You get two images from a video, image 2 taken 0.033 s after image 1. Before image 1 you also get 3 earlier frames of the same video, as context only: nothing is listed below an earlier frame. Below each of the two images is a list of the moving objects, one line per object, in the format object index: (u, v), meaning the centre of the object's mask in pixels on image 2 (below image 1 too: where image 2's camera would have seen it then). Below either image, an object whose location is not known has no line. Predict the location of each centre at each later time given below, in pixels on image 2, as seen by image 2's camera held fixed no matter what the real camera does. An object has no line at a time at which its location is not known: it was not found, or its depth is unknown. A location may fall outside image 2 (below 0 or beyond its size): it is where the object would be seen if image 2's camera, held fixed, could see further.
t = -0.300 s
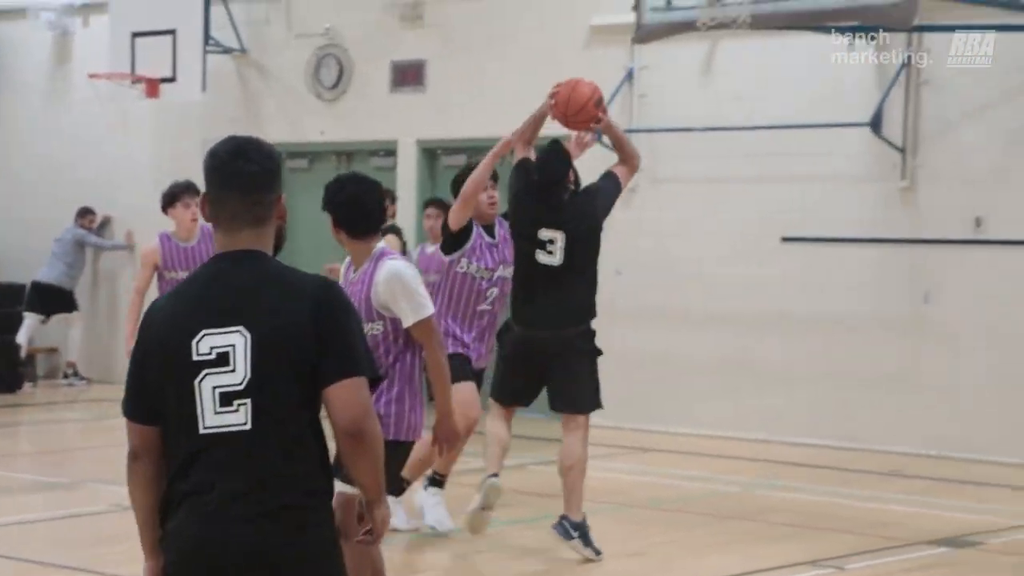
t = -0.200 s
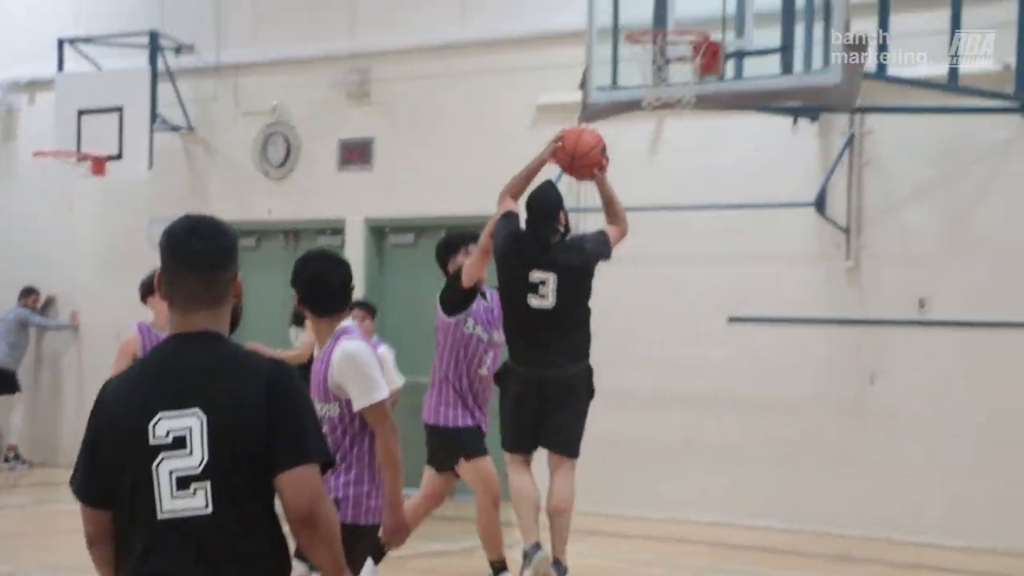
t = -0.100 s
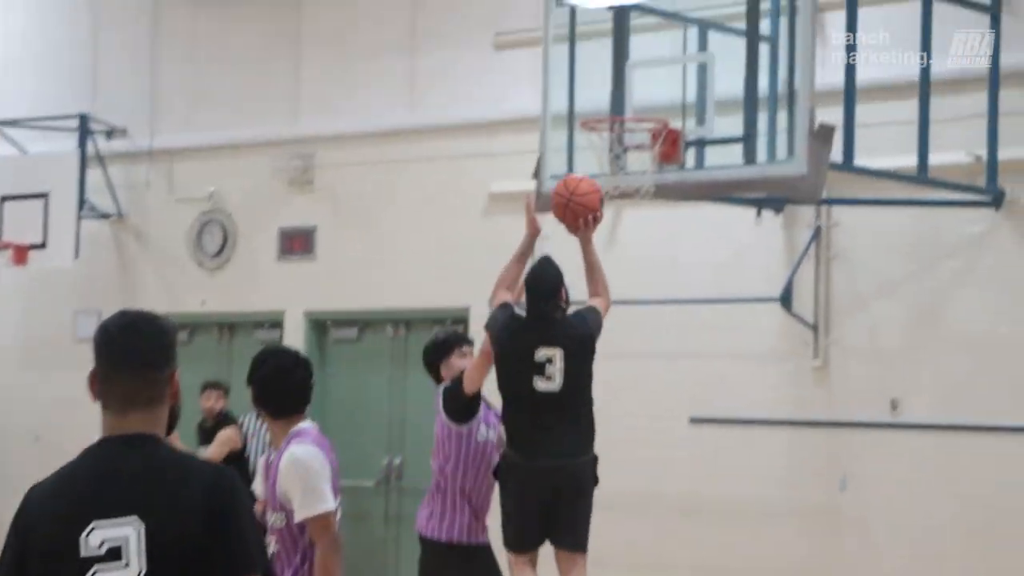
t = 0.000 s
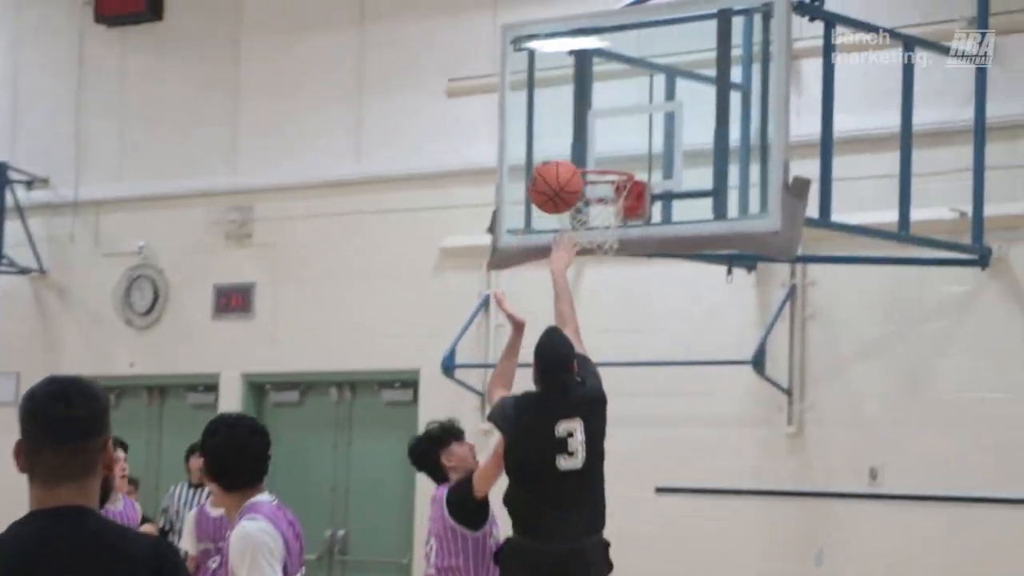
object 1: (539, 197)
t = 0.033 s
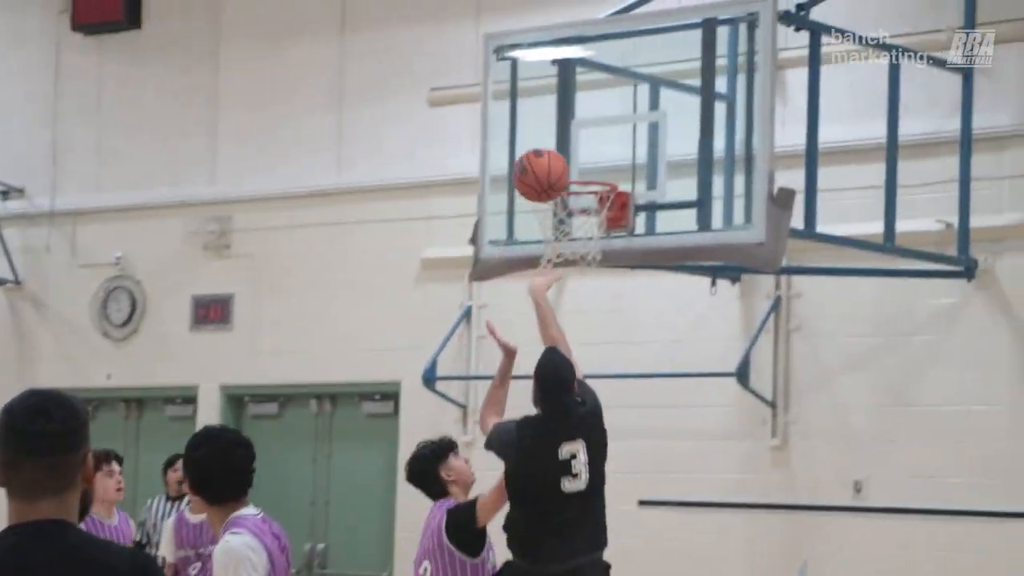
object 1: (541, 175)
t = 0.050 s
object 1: (542, 166)
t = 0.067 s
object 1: (544, 155)
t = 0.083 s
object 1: (545, 147)
